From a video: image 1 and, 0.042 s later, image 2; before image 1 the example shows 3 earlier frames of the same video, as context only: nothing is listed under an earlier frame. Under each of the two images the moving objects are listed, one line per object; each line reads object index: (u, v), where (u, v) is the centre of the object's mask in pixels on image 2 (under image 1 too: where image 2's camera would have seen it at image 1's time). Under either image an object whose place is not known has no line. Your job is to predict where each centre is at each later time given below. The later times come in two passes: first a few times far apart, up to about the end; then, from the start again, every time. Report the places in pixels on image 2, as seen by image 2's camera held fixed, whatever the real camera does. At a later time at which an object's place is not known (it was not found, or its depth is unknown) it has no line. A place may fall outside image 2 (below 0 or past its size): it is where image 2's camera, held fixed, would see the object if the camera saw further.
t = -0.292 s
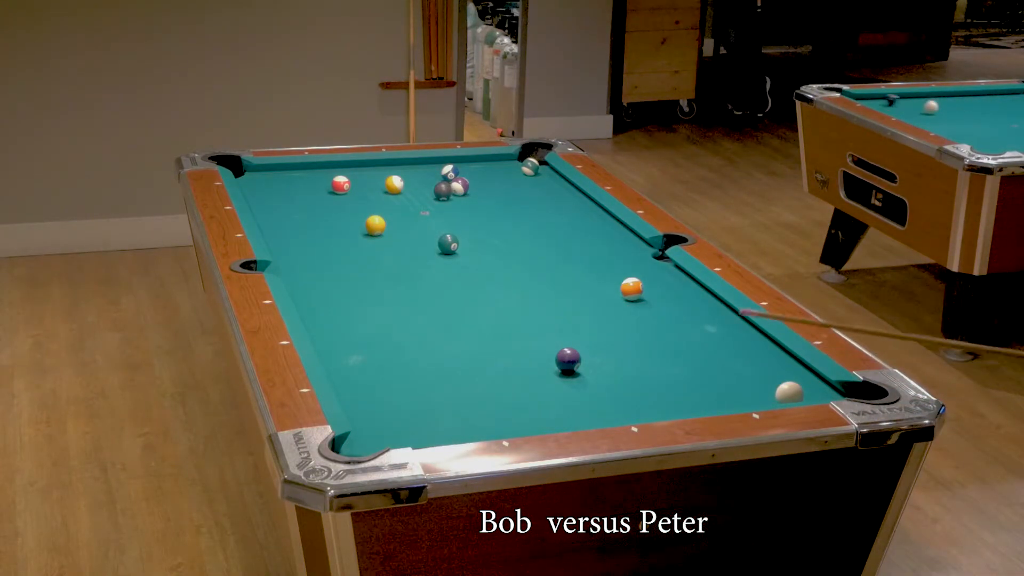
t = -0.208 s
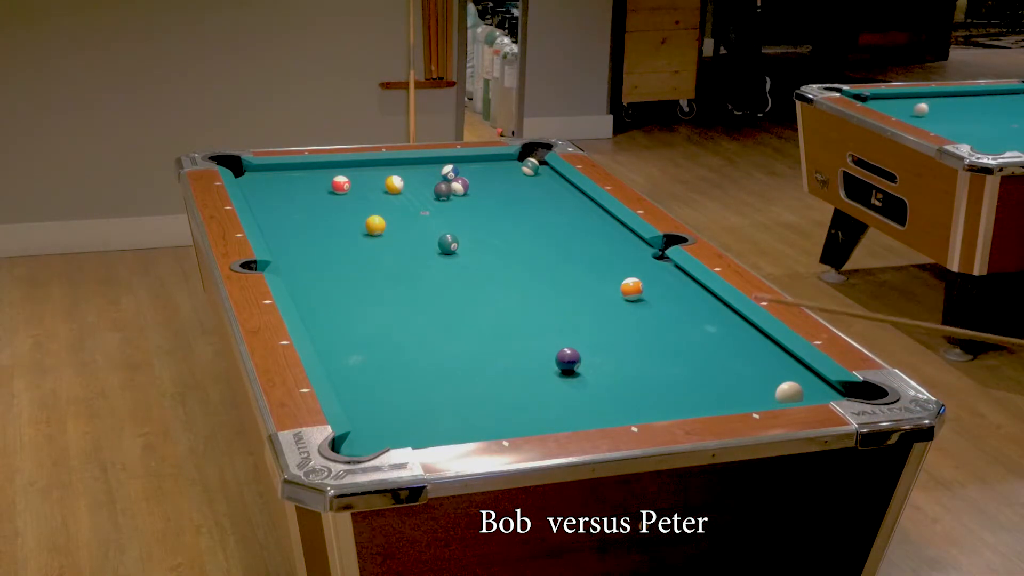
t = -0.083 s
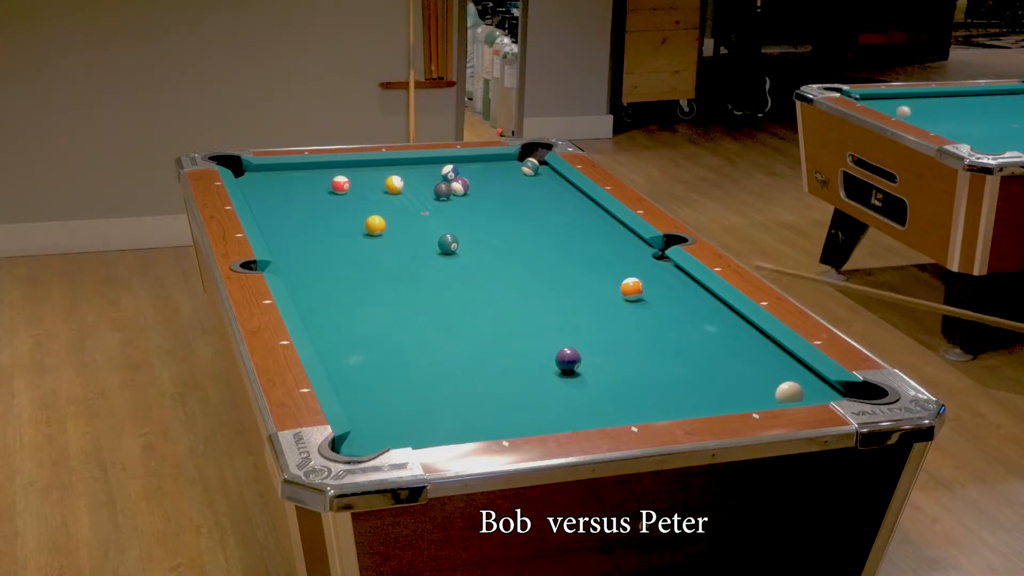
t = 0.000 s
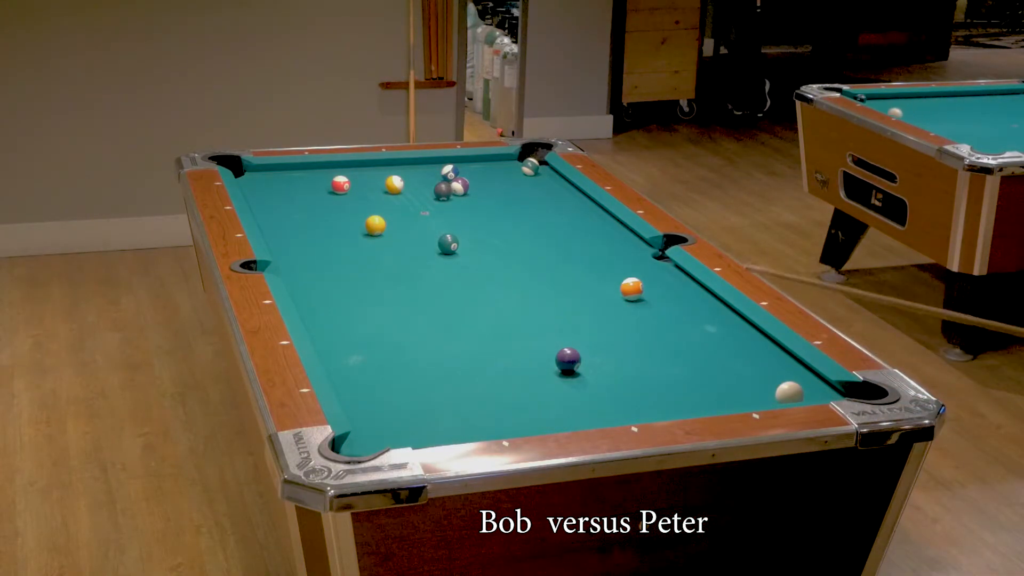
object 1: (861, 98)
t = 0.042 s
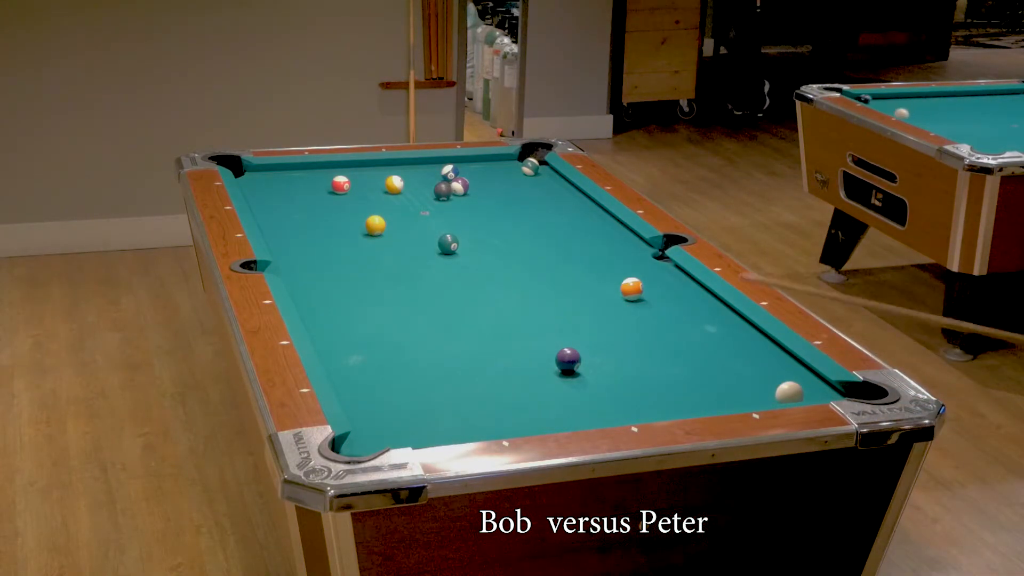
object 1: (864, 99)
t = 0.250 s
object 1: (883, 101)
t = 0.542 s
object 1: (908, 102)
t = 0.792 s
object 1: (929, 103)
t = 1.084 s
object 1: (951, 105)
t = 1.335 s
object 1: (968, 105)
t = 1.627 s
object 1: (985, 106)
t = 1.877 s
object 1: (998, 107)
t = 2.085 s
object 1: (1009, 108)
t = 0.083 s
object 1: (868, 100)
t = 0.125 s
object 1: (872, 100)
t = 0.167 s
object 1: (876, 101)
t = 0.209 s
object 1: (879, 101)
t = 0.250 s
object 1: (883, 101)
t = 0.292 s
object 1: (887, 101)
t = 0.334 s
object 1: (891, 101)
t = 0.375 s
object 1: (895, 102)
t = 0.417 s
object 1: (898, 102)
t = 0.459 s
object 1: (901, 102)
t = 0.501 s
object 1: (905, 102)
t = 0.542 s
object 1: (908, 102)
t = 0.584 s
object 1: (912, 103)
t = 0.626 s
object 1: (915, 103)
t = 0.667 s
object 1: (919, 102)
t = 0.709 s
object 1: (923, 103)
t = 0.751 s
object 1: (926, 103)
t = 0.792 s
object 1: (929, 103)
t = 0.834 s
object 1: (932, 104)
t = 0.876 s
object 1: (935, 104)
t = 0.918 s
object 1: (938, 104)
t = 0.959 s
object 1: (941, 104)
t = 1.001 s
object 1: (944, 104)
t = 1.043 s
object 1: (948, 104)
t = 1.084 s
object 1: (951, 105)
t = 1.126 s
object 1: (953, 105)
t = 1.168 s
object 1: (956, 105)
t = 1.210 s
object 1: (959, 105)
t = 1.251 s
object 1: (962, 105)
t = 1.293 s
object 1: (965, 105)
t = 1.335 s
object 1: (968, 105)
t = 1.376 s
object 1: (970, 106)
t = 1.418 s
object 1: (973, 106)
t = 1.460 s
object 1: (975, 106)
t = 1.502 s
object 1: (978, 106)
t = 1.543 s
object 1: (980, 106)
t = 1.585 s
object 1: (983, 107)
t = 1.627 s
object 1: (985, 106)
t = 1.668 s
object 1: (987, 107)
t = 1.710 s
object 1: (990, 107)
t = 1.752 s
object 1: (992, 107)
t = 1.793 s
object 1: (994, 107)
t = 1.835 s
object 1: (996, 107)
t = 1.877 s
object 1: (998, 107)
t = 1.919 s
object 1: (1000, 108)
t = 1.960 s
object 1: (1002, 107)
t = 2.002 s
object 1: (1004, 108)
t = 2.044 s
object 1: (1006, 108)
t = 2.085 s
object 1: (1009, 108)
